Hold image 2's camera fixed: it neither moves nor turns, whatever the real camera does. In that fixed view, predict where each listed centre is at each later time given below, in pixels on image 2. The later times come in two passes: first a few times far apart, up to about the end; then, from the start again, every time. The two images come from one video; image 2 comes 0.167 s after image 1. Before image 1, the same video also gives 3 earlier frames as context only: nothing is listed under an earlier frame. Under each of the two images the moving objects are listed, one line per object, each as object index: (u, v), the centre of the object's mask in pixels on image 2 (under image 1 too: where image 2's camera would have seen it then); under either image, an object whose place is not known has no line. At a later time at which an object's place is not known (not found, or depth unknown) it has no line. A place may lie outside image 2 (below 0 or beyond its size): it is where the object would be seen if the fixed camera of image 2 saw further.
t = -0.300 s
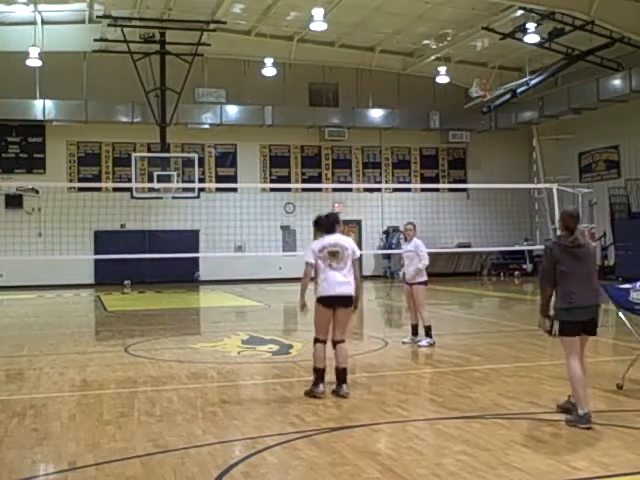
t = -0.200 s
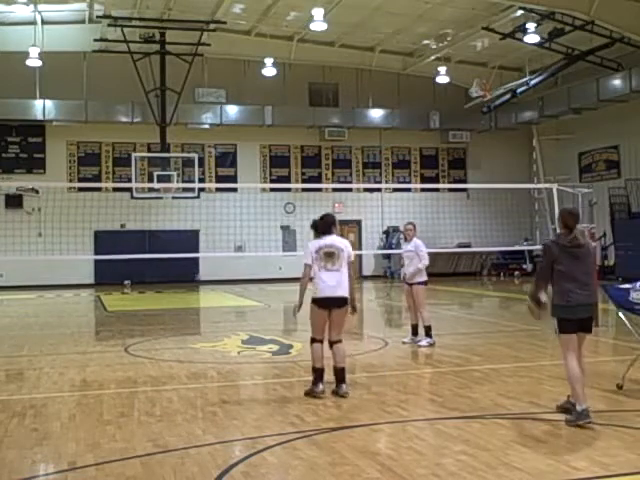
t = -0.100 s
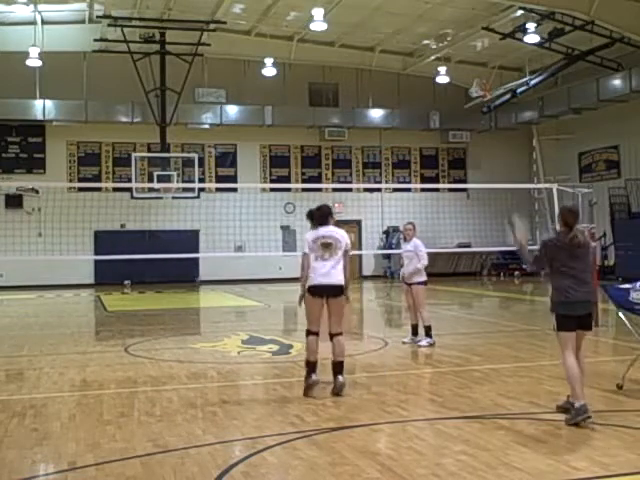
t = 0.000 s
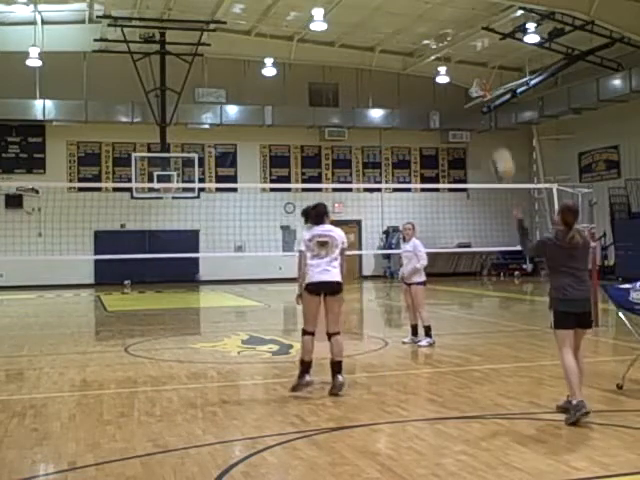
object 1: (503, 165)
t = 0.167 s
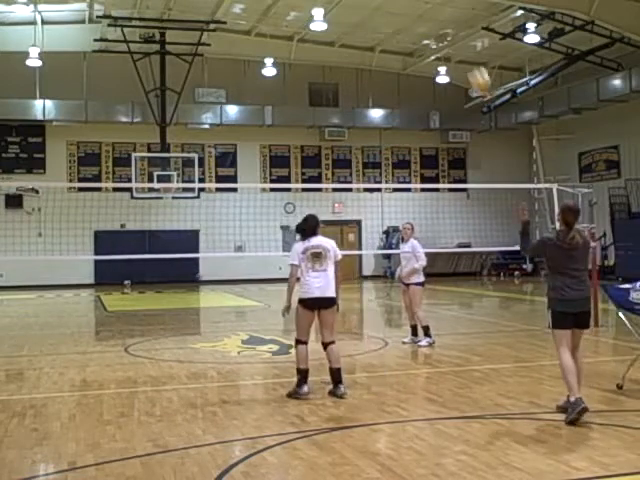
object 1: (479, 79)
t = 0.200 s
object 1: (475, 68)
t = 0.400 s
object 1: (453, 17)
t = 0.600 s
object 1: (434, 8)
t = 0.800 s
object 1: (420, 32)
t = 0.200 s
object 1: (475, 68)
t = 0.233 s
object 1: (470, 55)
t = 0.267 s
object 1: (467, 43)
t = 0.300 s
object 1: (463, 36)
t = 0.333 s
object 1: (459, 30)
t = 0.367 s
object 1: (456, 23)
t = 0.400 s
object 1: (453, 17)
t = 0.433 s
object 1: (450, 13)
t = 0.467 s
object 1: (447, 10)
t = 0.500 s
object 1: (444, 8)
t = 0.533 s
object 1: (441, 8)
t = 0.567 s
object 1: (437, 8)
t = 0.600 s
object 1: (434, 8)
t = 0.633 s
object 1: (432, 9)
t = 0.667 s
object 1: (429, 13)
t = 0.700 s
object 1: (427, 16)
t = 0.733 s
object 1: (425, 21)
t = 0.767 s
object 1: (422, 26)
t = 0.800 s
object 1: (420, 32)
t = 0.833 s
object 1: (417, 38)
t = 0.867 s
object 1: (415, 46)
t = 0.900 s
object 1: (412, 54)
